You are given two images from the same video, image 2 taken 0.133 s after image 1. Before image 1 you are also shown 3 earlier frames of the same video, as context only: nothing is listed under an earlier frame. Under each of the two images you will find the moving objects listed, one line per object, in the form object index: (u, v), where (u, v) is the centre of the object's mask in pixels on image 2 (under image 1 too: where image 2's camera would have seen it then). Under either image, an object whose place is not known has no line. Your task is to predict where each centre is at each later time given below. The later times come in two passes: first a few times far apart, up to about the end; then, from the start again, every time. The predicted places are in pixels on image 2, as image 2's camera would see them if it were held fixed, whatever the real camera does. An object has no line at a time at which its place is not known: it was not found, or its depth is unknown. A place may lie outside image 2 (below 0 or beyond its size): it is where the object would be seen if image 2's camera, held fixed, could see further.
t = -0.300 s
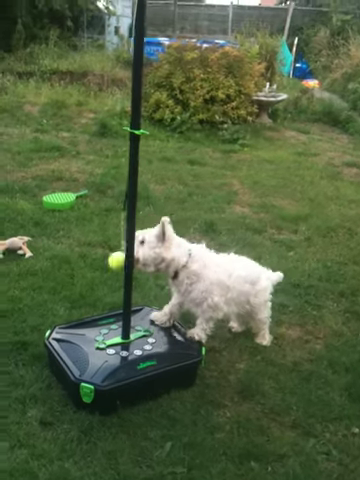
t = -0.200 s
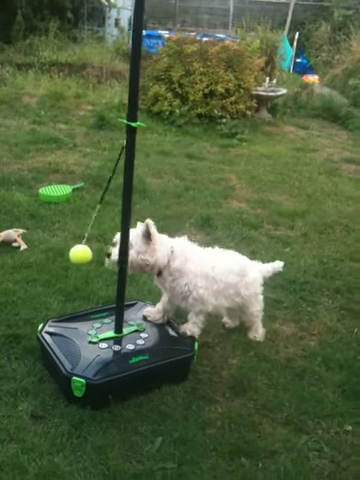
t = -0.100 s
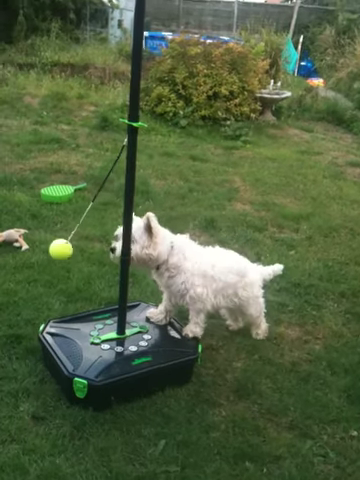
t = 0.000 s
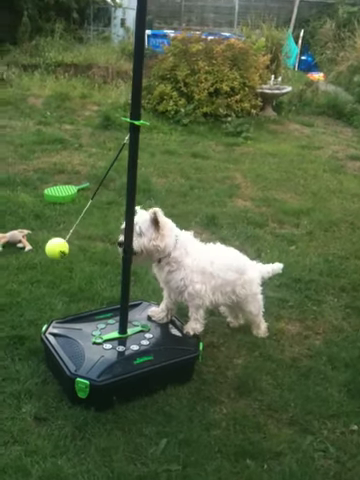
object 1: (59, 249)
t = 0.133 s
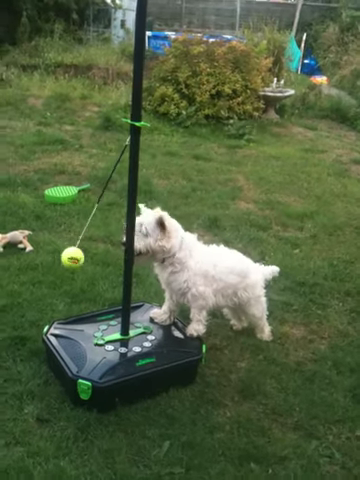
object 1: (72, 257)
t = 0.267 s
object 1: (111, 266)
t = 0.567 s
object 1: (105, 267)
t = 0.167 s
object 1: (80, 260)
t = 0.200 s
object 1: (90, 262)
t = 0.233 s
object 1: (101, 264)
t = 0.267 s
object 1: (111, 266)
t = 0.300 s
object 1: (116, 268)
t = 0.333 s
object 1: (112, 267)
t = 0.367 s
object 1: (110, 267)
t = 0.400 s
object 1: (109, 267)
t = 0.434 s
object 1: (106, 267)
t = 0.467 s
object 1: (104, 268)
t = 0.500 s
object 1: (103, 268)
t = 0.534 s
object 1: (103, 268)
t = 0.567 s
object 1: (105, 267)
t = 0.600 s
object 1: (107, 267)
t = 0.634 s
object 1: (109, 268)
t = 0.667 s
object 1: (112, 267)
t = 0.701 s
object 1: (116, 266)
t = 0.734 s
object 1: (115, 266)
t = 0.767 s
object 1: (111, 266)
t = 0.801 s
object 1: (110, 266)
